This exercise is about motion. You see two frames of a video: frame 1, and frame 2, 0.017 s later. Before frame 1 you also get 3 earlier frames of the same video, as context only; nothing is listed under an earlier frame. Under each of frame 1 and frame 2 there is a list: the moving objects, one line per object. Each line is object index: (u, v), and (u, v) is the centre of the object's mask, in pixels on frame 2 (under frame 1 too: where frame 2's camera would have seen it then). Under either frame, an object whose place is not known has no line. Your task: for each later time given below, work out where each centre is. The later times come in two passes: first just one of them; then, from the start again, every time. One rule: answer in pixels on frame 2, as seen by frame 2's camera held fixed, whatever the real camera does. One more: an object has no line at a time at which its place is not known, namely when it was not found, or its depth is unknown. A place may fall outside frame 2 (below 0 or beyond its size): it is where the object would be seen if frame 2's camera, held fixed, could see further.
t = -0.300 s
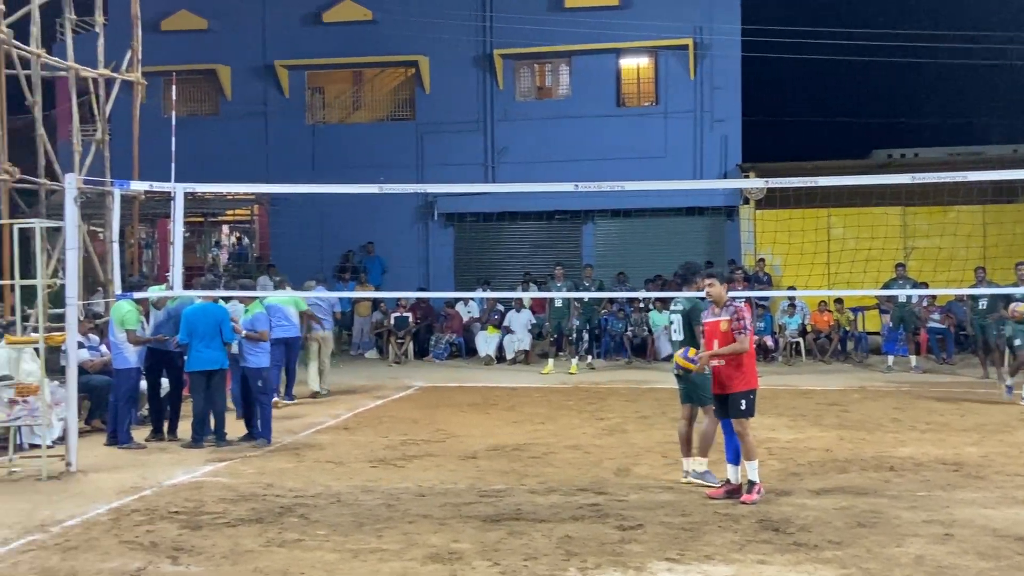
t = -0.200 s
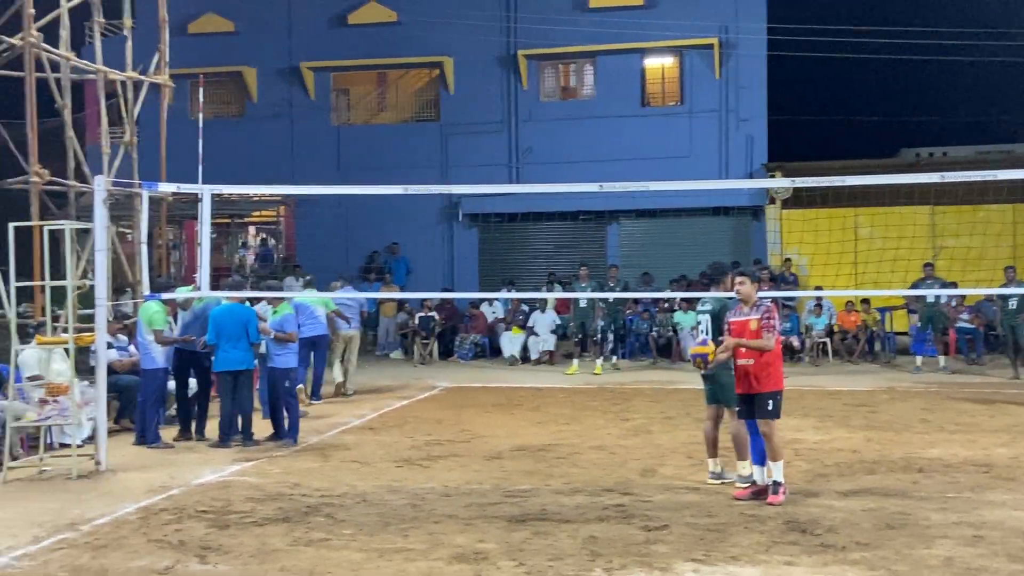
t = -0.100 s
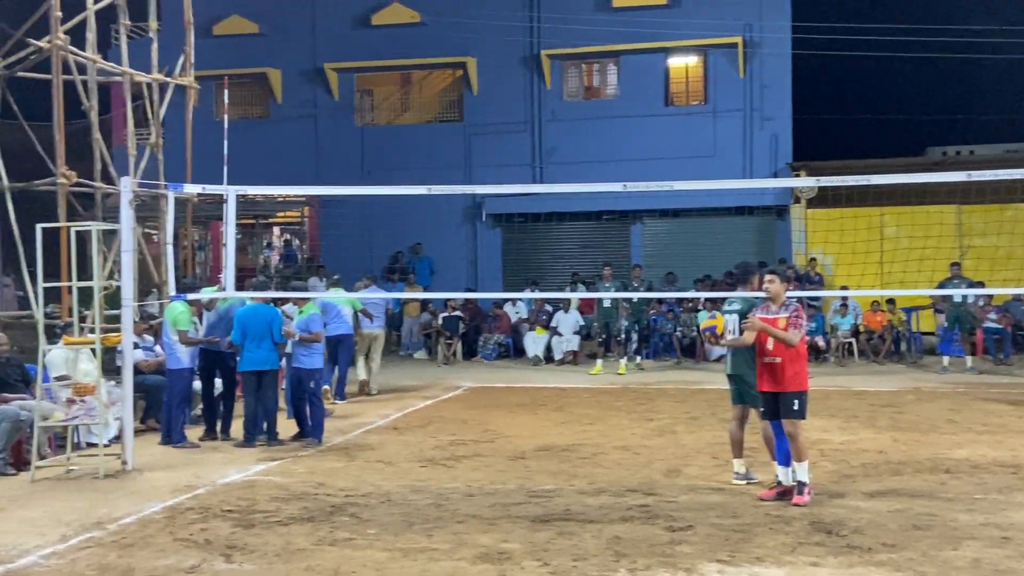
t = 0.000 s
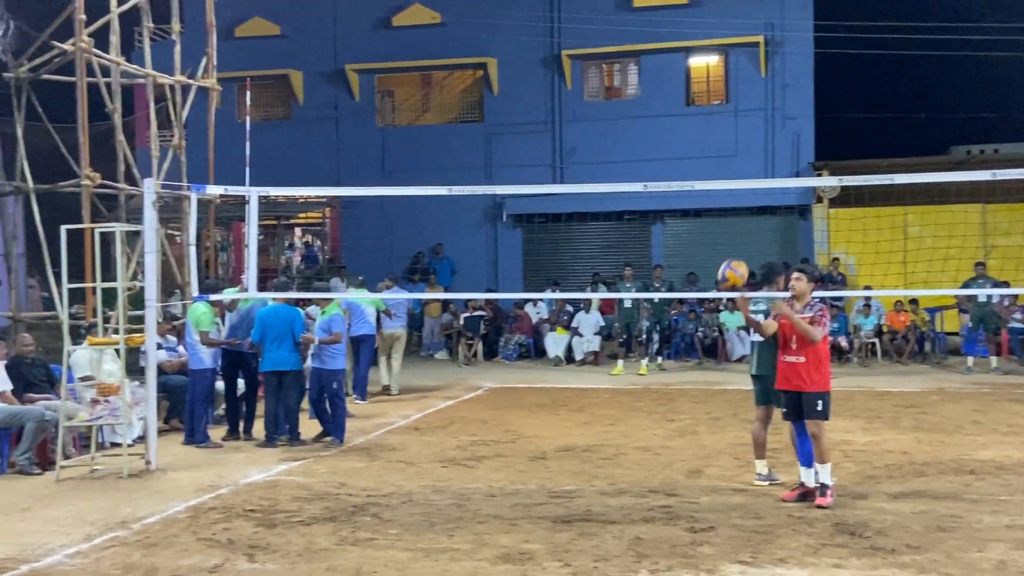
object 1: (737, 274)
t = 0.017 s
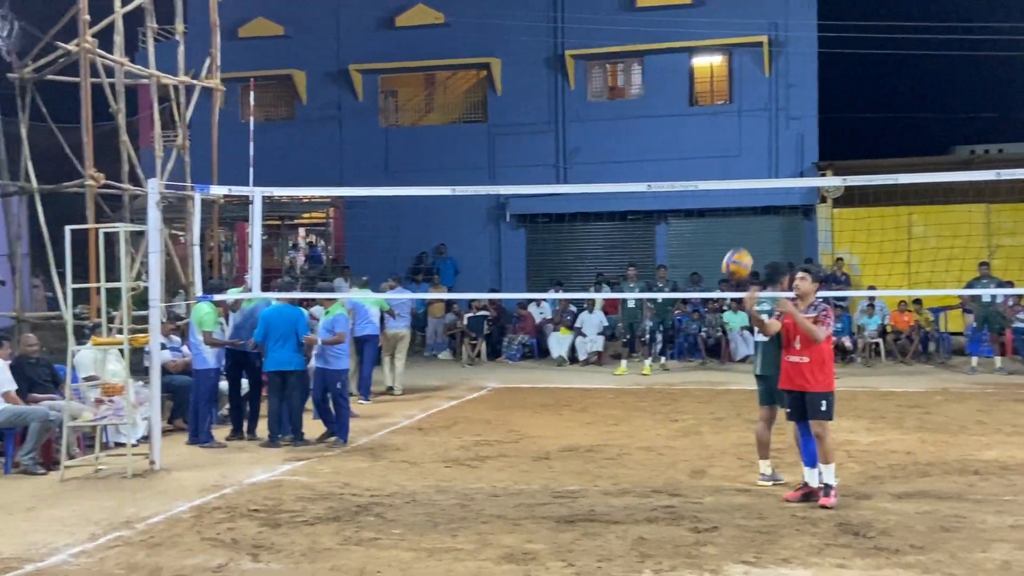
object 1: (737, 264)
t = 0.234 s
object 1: (751, 166)
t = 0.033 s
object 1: (738, 254)
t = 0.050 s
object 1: (739, 244)
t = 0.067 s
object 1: (741, 235)
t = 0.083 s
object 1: (742, 227)
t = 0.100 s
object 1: (742, 219)
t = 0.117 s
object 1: (743, 210)
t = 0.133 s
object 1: (745, 203)
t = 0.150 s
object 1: (745, 198)
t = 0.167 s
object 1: (746, 190)
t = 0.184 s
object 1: (747, 184)
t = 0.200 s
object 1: (749, 177)
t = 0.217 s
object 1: (749, 172)
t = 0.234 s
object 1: (751, 166)
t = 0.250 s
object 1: (755, 162)
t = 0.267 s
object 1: (756, 157)
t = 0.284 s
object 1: (757, 153)
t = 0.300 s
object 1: (758, 149)
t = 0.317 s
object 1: (760, 146)
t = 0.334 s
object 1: (761, 143)
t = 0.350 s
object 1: (762, 140)
